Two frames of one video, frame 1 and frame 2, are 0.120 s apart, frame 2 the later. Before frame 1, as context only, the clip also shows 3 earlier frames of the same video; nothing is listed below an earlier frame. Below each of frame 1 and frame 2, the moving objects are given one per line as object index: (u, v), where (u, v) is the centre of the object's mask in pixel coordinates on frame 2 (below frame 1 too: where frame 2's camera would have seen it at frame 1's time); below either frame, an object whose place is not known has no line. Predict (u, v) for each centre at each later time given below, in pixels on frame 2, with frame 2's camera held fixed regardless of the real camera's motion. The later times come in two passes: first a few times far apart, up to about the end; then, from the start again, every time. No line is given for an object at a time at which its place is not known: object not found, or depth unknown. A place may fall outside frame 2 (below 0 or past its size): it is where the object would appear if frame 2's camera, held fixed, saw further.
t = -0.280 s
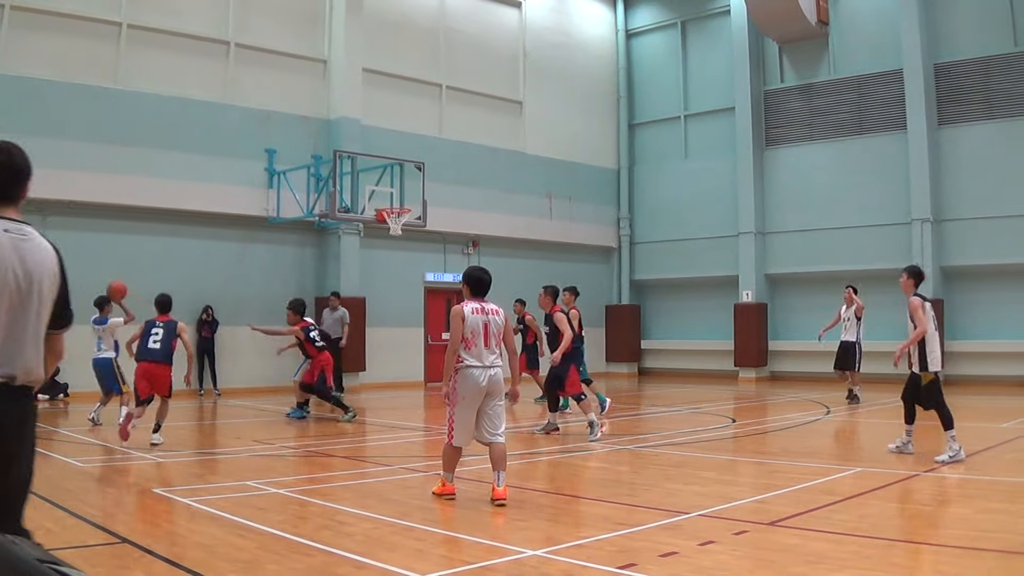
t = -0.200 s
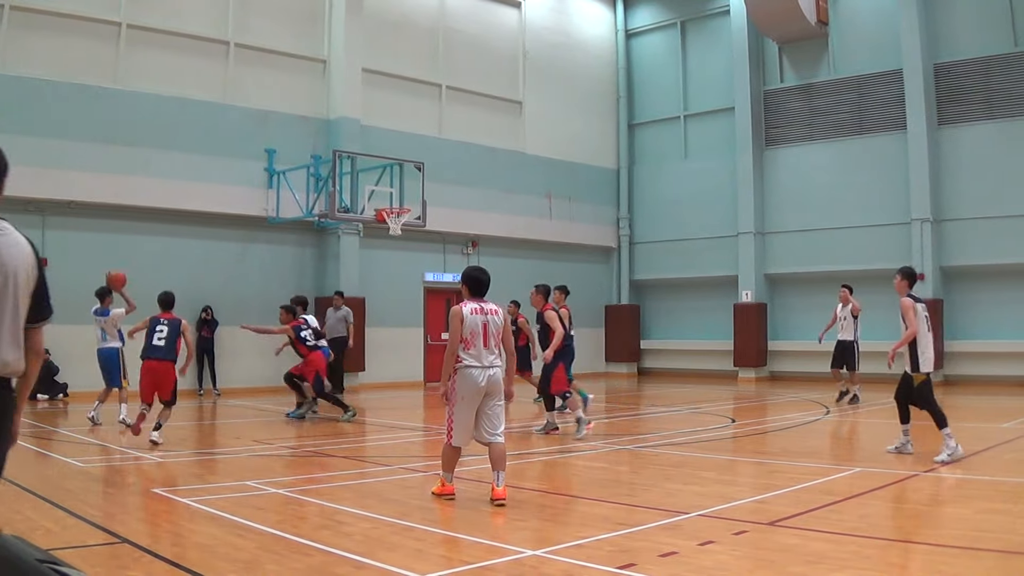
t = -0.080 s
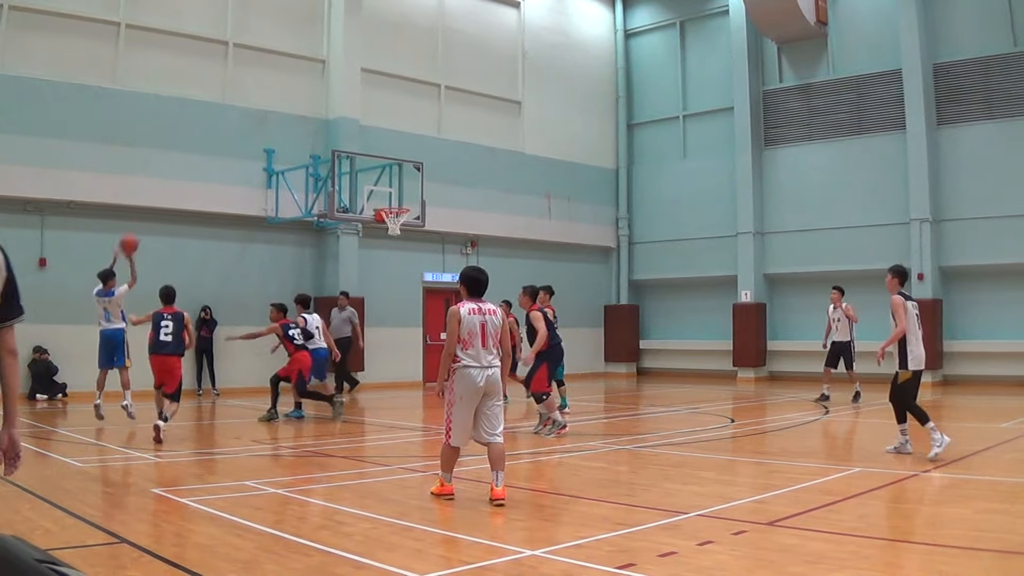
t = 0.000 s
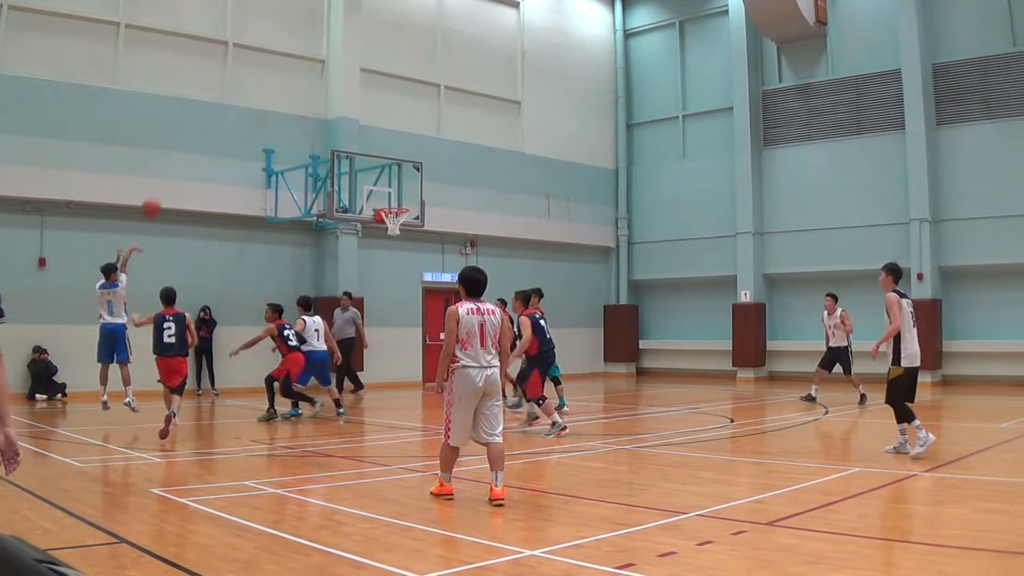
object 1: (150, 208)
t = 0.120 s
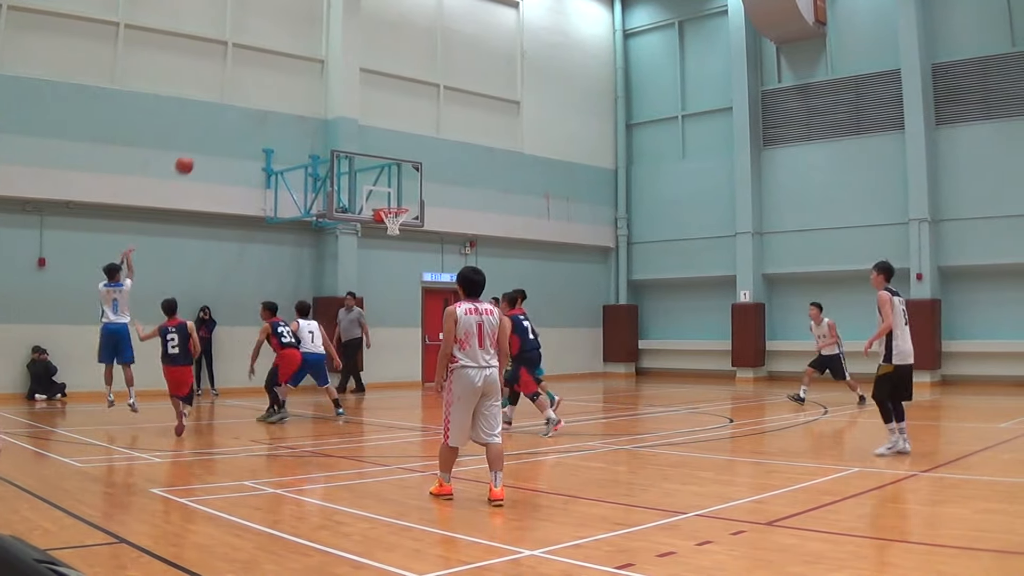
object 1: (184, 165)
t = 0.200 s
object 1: (206, 144)
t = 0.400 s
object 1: (254, 113)
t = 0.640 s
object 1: (305, 115)
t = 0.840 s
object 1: (342, 142)
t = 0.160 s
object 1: (195, 154)
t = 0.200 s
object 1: (206, 144)
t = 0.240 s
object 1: (216, 135)
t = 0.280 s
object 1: (226, 128)
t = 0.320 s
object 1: (235, 121)
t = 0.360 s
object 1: (245, 117)
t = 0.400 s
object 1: (254, 113)
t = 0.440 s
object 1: (263, 111)
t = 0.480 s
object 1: (272, 110)
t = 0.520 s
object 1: (281, 110)
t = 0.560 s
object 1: (289, 110)
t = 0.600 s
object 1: (297, 112)
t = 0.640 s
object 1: (305, 115)
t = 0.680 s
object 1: (313, 118)
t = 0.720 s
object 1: (320, 123)
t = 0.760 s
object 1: (328, 128)
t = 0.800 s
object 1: (335, 135)
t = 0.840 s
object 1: (342, 142)
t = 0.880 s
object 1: (350, 151)
